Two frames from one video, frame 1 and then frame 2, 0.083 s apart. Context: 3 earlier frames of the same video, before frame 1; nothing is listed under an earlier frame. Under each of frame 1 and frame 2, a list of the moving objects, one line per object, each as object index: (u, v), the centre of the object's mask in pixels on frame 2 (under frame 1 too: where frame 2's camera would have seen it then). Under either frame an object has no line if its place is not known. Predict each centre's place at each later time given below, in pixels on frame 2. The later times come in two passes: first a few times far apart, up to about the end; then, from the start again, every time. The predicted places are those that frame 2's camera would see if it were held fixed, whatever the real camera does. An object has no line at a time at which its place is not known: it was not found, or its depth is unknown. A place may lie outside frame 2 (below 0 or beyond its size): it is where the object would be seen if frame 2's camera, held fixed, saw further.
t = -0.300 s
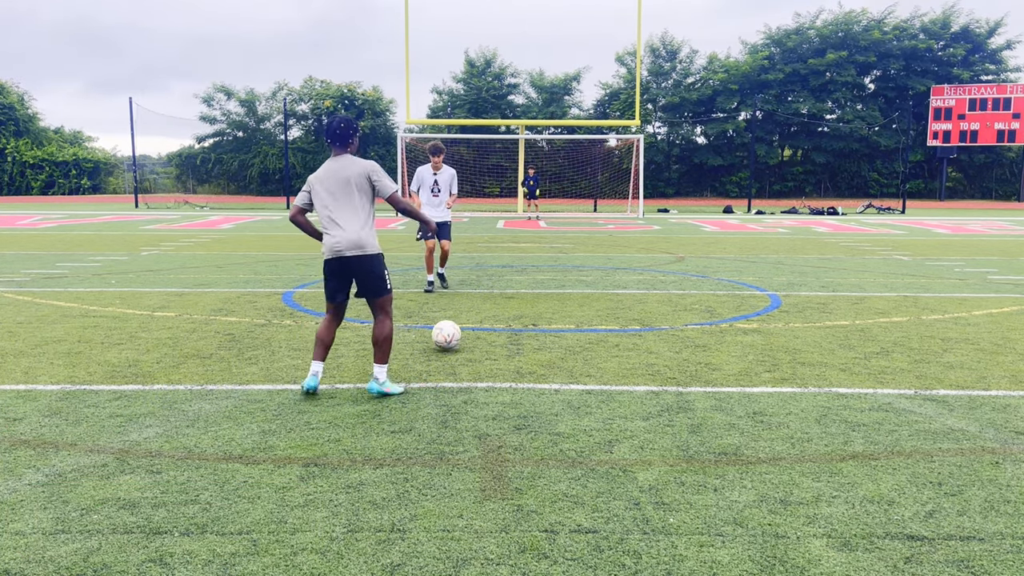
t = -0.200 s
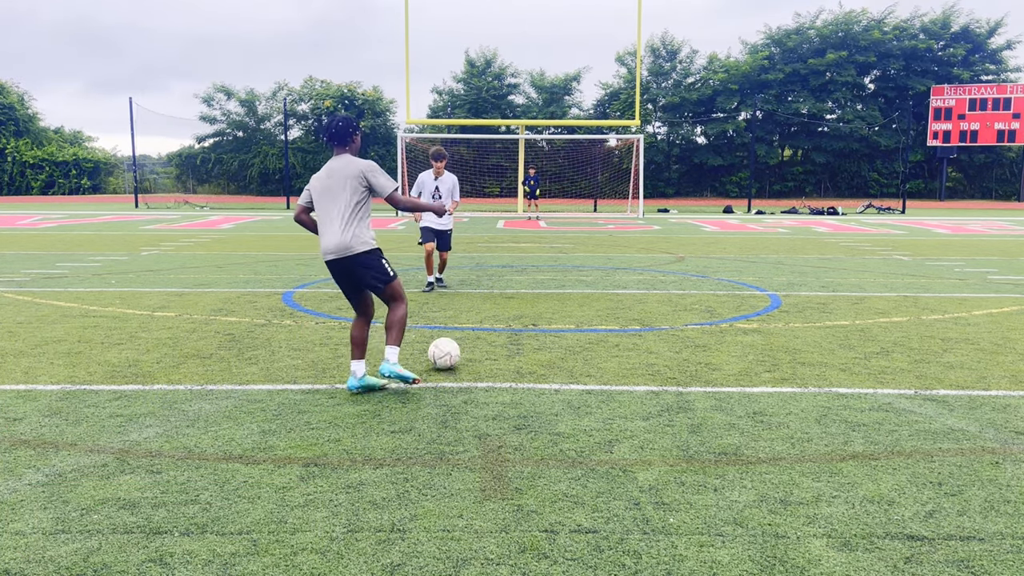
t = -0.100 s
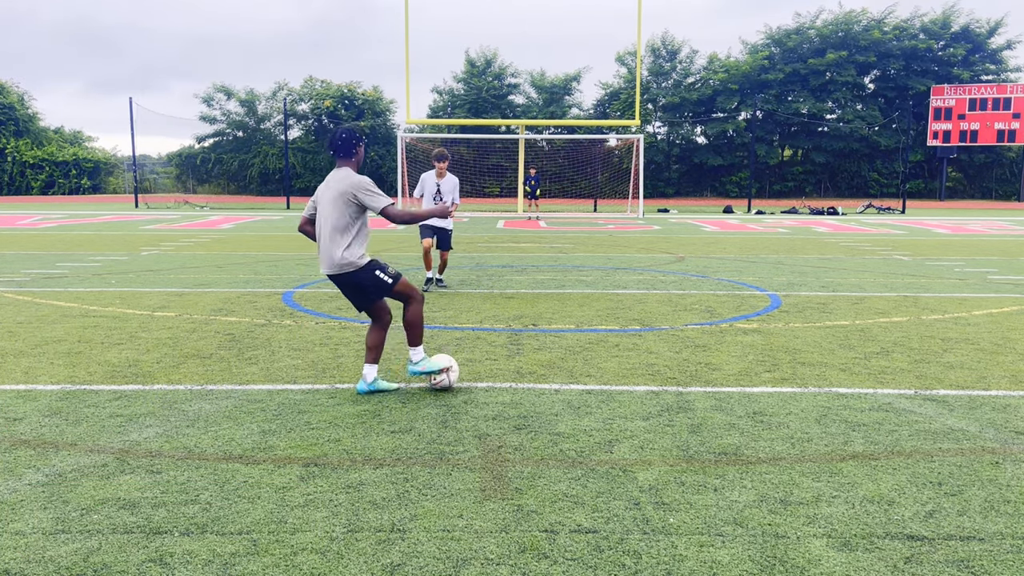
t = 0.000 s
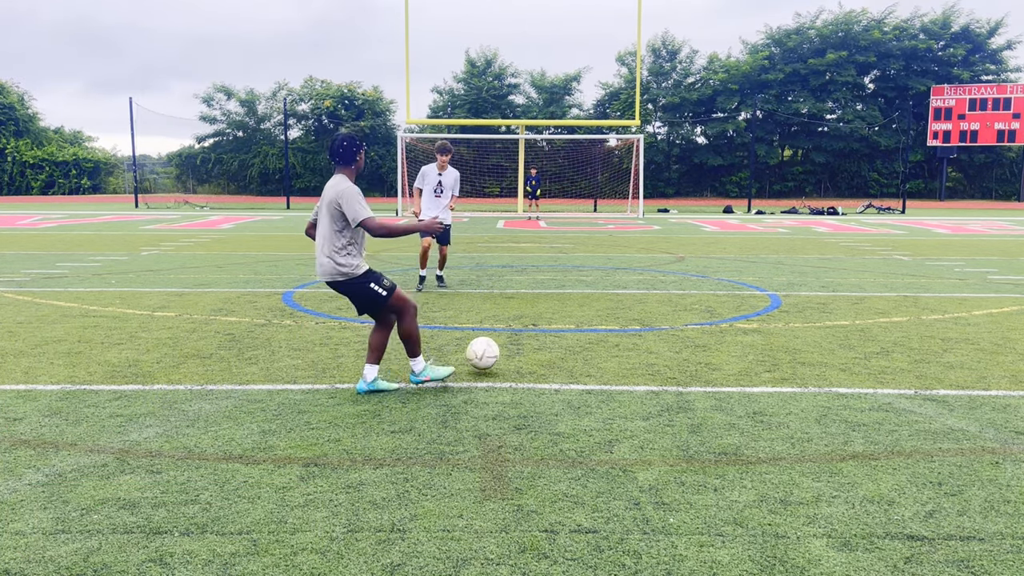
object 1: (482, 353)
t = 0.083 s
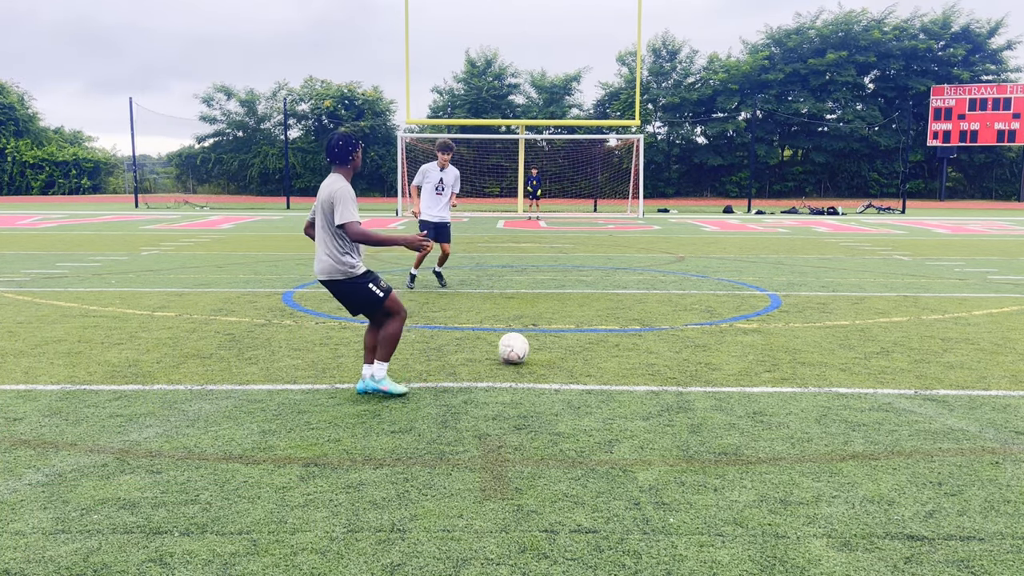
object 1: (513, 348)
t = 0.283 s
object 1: (569, 328)
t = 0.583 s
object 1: (632, 315)
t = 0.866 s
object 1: (678, 303)
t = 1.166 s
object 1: (717, 291)
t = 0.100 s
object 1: (519, 347)
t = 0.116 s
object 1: (524, 344)
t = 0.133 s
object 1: (529, 341)
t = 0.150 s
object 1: (534, 339)
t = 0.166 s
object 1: (538, 338)
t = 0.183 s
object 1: (543, 337)
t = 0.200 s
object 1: (548, 336)
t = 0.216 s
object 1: (552, 336)
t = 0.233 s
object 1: (556, 335)
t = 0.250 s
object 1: (561, 333)
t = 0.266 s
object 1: (565, 331)
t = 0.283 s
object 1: (569, 328)
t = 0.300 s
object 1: (573, 327)
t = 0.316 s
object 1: (577, 326)
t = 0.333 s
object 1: (581, 325)
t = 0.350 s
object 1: (585, 325)
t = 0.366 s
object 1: (588, 325)
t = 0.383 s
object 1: (592, 325)
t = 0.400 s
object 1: (595, 325)
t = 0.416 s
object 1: (599, 323)
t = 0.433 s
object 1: (603, 322)
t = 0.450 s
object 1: (606, 320)
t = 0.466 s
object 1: (610, 319)
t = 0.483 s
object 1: (613, 318)
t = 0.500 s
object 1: (616, 317)
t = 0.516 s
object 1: (620, 317)
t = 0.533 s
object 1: (623, 318)
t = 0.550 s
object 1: (626, 317)
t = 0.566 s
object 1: (629, 316)
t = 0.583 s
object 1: (632, 315)
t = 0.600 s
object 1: (635, 314)
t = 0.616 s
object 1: (638, 313)
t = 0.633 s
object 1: (641, 312)
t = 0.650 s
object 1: (644, 312)
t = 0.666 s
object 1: (646, 312)
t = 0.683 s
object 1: (649, 311)
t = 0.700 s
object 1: (652, 310)
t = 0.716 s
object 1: (655, 309)
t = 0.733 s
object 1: (658, 309)
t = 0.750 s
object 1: (660, 308)
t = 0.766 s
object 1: (663, 307)
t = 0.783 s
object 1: (665, 306)
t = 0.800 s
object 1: (668, 305)
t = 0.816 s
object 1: (670, 305)
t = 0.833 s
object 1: (673, 304)
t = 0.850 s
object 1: (676, 303)
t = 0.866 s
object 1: (678, 303)
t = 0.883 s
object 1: (680, 302)
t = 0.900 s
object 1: (682, 301)
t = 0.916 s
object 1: (685, 300)
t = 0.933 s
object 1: (687, 300)
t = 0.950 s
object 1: (689, 299)
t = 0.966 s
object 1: (692, 298)
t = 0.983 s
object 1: (694, 297)
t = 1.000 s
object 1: (696, 296)
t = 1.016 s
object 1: (698, 296)
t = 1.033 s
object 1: (700, 296)
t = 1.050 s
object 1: (702, 296)
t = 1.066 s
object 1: (705, 295)
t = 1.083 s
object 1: (706, 294)
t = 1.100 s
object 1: (708, 294)
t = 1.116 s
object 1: (711, 293)
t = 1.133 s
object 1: (713, 292)
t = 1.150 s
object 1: (714, 292)
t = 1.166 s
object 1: (717, 291)
